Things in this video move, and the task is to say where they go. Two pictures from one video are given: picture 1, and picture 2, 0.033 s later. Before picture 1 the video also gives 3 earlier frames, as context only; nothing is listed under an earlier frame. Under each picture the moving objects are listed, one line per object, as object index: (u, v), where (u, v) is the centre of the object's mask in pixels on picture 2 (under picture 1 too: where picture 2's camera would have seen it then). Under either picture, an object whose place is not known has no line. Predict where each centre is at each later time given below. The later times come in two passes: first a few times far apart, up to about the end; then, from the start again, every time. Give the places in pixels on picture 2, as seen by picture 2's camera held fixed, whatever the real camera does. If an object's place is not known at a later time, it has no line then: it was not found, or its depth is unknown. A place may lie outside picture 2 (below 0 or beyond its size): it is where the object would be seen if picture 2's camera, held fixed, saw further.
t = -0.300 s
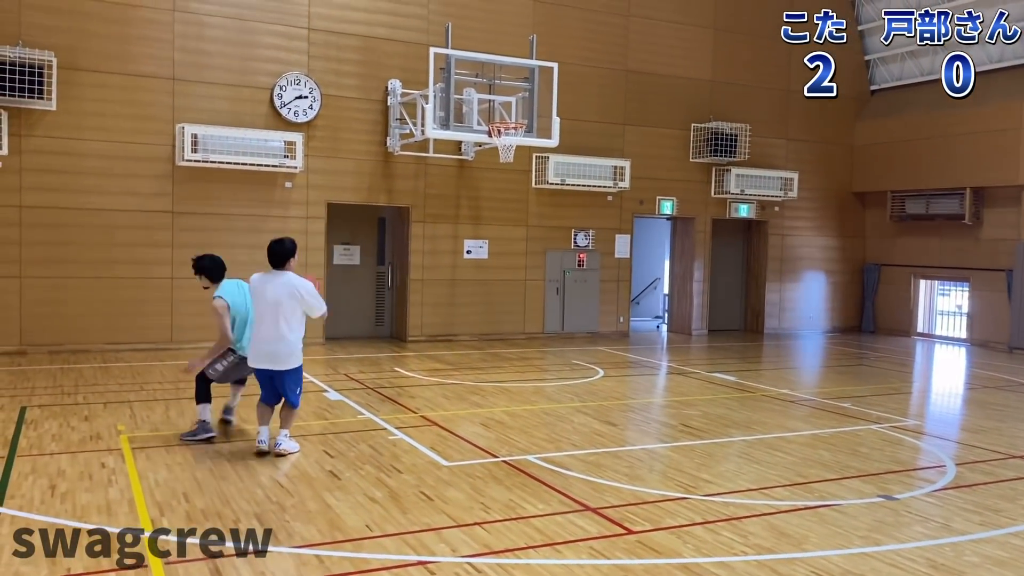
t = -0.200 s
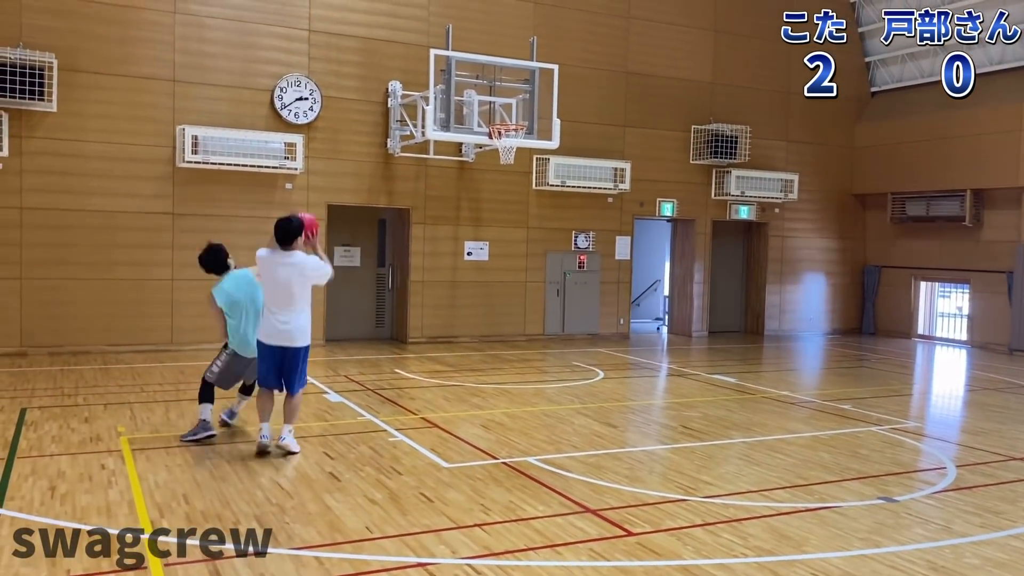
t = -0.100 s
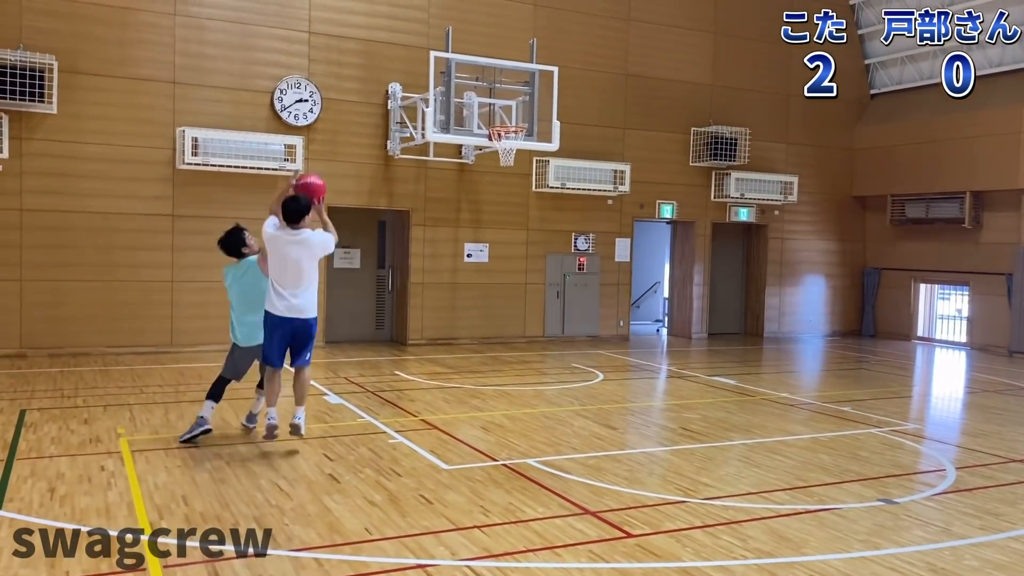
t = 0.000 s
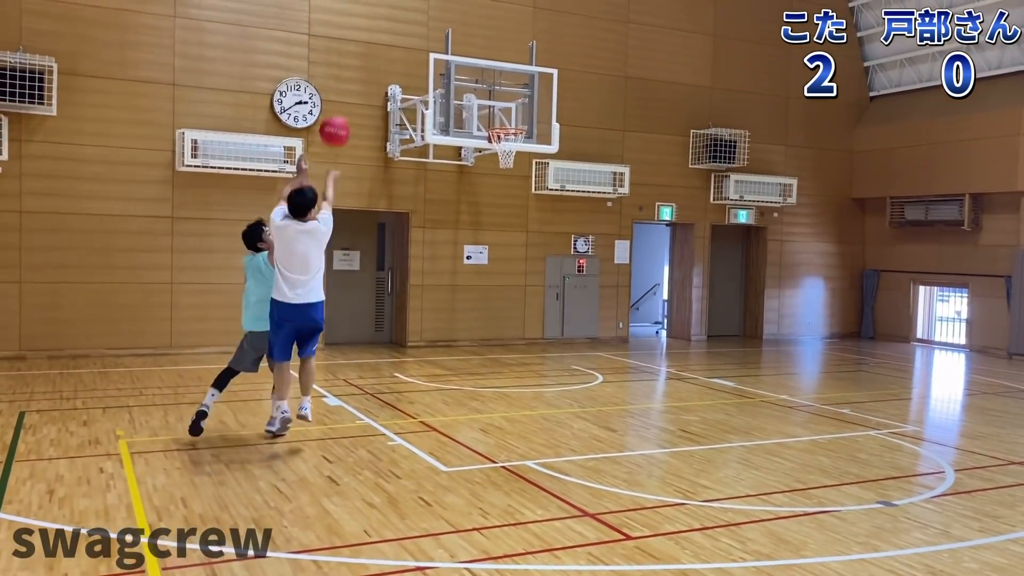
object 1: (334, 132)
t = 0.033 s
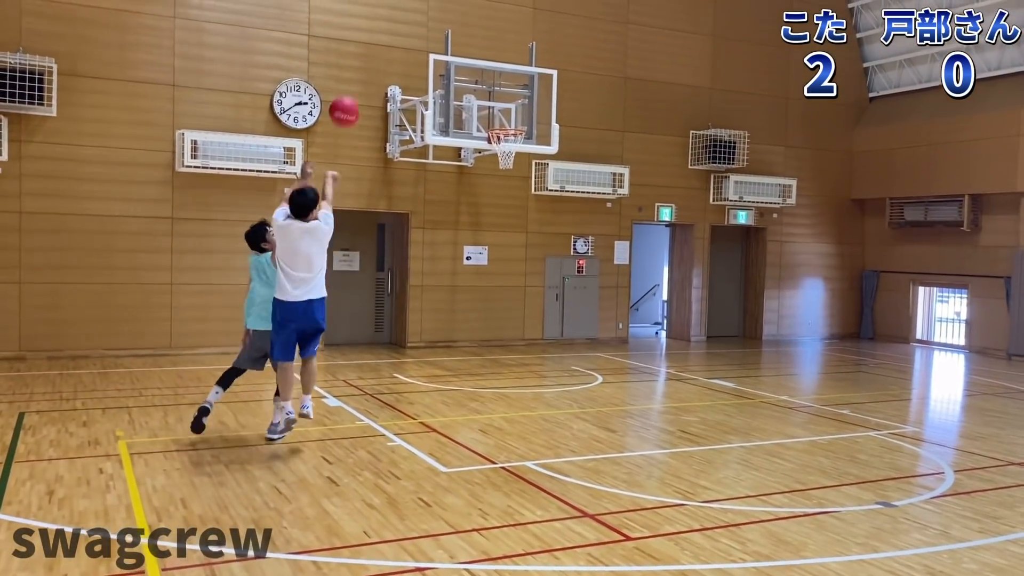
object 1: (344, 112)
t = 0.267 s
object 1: (401, 22)
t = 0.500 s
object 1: (445, 4)
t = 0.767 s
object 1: (484, 44)
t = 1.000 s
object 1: (509, 117)
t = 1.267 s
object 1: (489, 90)
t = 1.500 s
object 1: (472, 82)
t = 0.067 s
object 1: (354, 93)
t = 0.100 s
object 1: (362, 77)
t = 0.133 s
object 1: (371, 63)
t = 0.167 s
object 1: (379, 50)
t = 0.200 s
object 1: (386, 39)
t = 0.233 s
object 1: (394, 30)
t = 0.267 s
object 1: (401, 22)
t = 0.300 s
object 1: (408, 16)
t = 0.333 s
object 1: (415, 11)
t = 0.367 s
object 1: (422, 7)
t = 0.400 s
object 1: (428, 4)
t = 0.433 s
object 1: (434, 3)
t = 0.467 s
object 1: (440, 3)
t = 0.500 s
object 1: (445, 4)
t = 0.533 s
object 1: (451, 6)
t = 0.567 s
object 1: (456, 9)
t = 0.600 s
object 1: (461, 12)
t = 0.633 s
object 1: (466, 17)
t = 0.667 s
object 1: (471, 22)
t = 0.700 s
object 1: (476, 28)
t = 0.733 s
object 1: (480, 36)
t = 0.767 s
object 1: (484, 44)
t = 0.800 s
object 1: (488, 52)
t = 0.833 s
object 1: (492, 62)
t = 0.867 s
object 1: (496, 72)
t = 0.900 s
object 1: (499, 82)
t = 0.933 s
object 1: (503, 93)
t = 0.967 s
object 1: (506, 105)
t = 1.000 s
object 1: (509, 117)
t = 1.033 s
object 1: (511, 129)
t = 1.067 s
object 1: (507, 123)
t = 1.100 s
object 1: (501, 121)
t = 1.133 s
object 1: (498, 114)
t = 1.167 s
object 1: (496, 108)
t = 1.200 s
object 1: (493, 101)
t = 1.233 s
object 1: (491, 95)
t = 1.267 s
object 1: (489, 90)
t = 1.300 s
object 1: (487, 87)
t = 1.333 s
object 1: (484, 84)
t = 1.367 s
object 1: (482, 82)
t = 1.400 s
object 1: (480, 80)
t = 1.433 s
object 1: (477, 80)
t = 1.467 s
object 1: (475, 81)
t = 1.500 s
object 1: (472, 82)
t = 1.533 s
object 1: (469, 85)
